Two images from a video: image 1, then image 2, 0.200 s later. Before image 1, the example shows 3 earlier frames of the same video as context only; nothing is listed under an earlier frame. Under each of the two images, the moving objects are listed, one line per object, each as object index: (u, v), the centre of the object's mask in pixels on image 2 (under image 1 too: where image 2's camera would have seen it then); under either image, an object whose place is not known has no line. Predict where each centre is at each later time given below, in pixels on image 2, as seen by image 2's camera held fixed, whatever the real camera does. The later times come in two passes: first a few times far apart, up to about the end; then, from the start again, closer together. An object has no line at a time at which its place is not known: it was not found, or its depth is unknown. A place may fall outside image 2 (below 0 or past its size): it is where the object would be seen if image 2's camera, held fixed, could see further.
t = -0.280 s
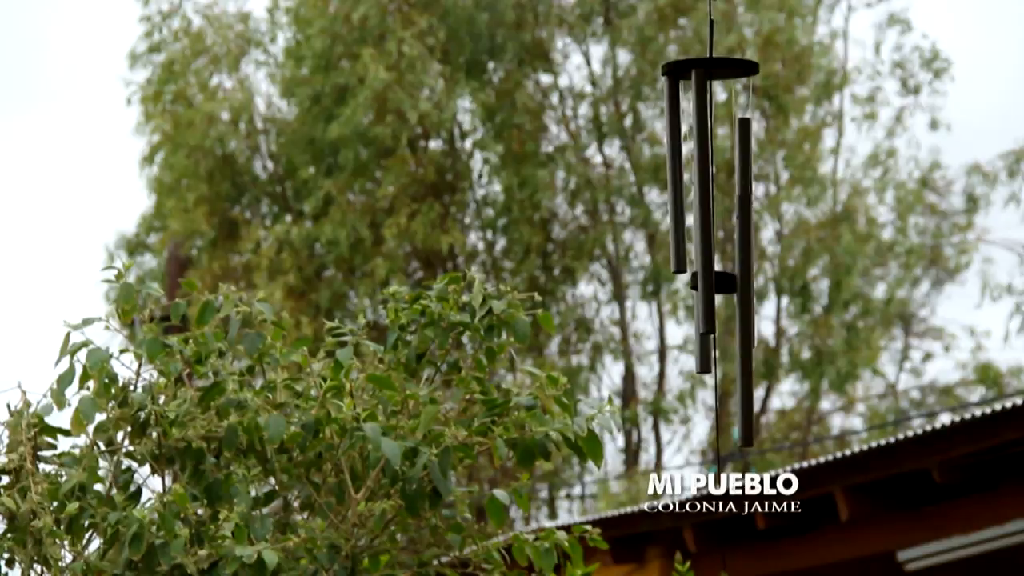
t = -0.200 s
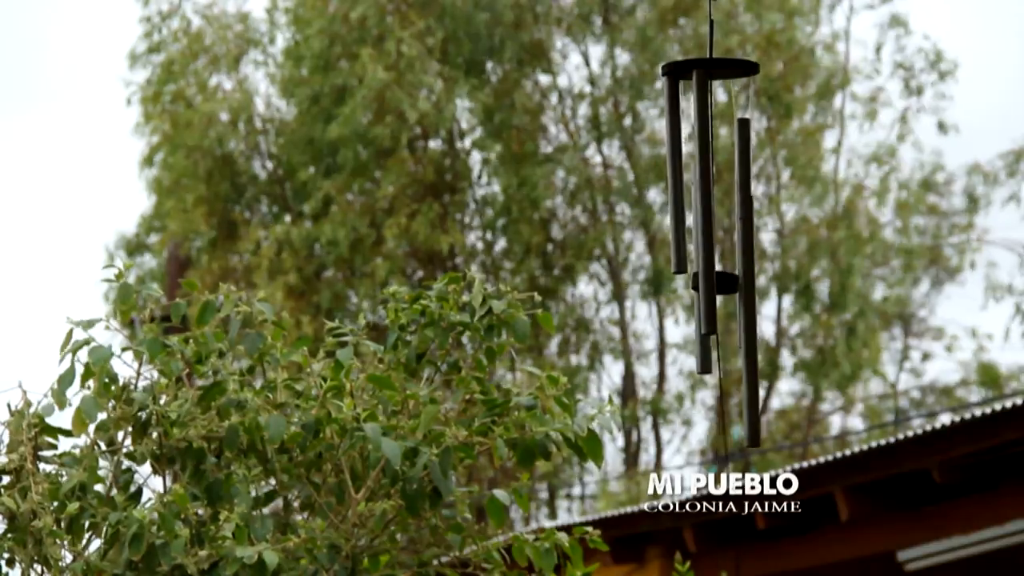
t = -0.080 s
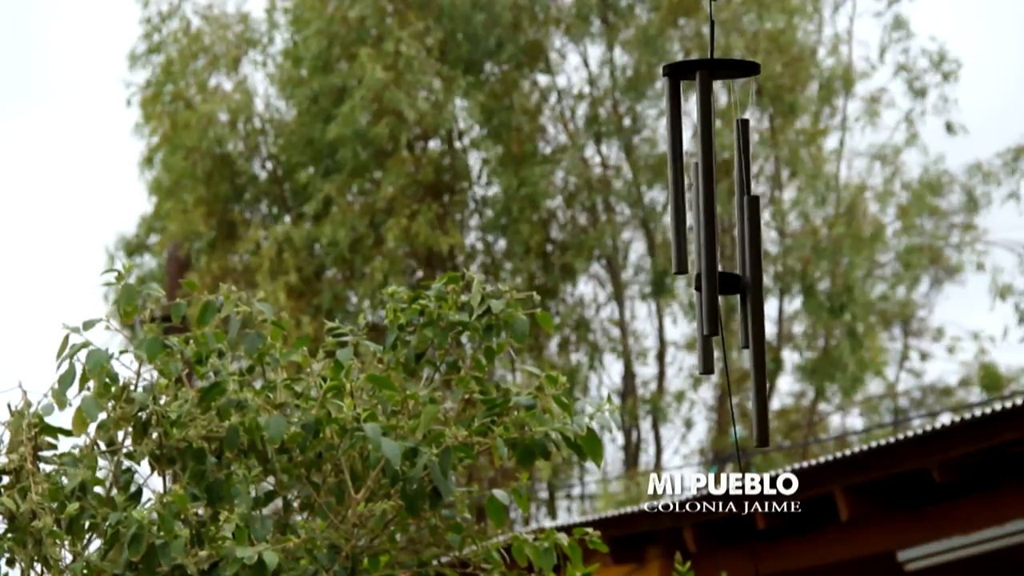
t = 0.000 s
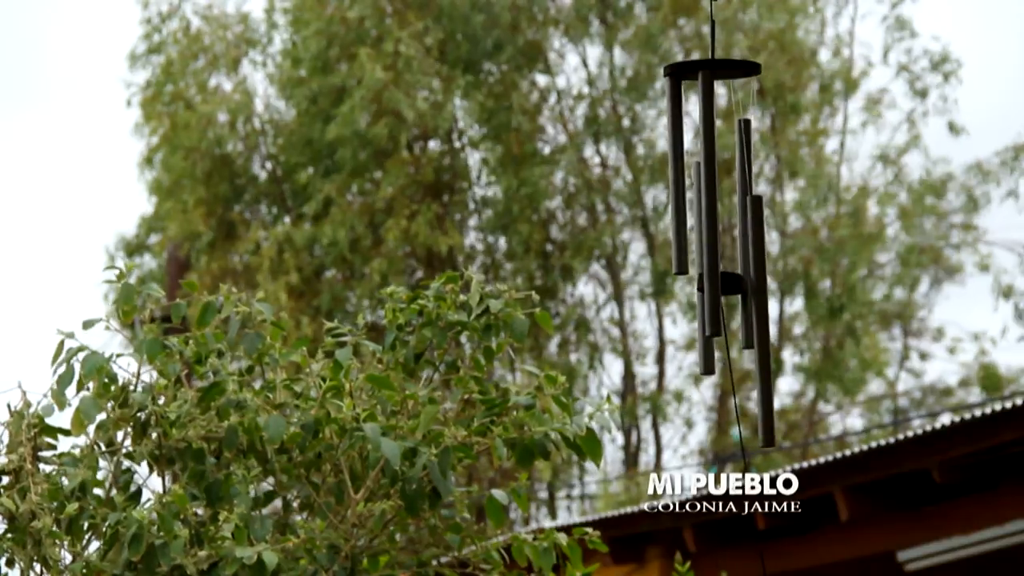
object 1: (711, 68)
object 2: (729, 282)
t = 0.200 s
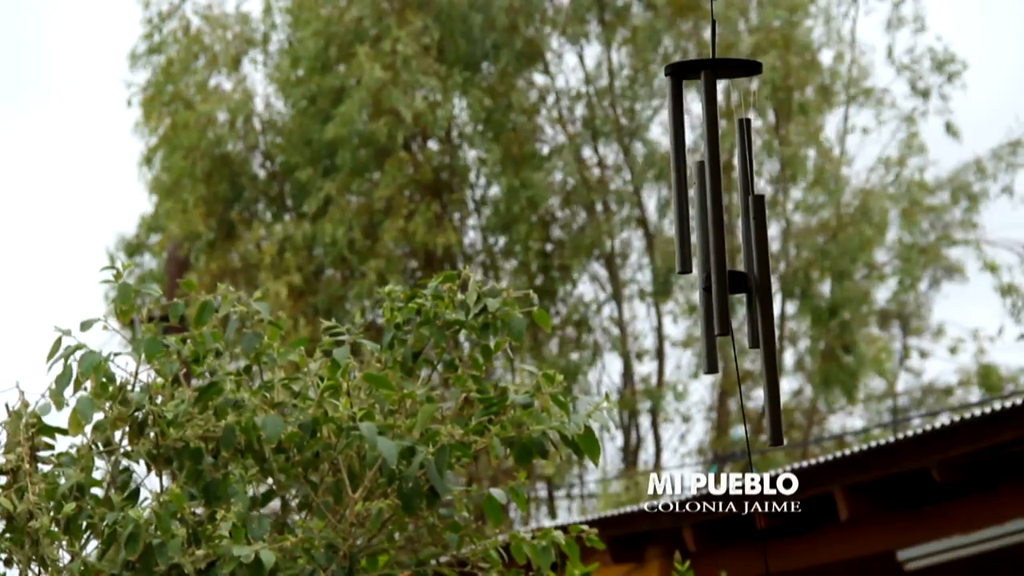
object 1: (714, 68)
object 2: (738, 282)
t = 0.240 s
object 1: (714, 68)
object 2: (738, 282)
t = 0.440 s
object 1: (715, 67)
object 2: (738, 281)
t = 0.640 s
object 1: (711, 67)
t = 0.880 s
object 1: (710, 66)
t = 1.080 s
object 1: (711, 67)
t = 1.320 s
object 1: (715, 67)
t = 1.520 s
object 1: (718, 67)
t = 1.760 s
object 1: (717, 66)
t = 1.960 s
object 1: (716, 66)
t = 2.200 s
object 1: (715, 66)
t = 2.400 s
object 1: (716, 66)
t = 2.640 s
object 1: (719, 66)
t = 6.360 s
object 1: (720, 67)
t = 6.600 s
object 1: (720, 66)
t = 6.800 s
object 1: (721, 66)
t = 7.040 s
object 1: (716, 67)
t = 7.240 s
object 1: (713, 67)
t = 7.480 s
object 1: (715, 67)
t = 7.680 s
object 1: (716, 68)
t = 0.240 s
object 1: (714, 68)
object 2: (738, 282)
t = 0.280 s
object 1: (715, 68)
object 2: (739, 282)
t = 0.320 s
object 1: (715, 68)
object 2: (740, 282)
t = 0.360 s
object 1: (715, 68)
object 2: (739, 282)
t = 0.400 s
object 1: (715, 68)
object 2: (739, 282)
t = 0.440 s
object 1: (715, 67)
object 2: (738, 281)
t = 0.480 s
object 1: (714, 67)
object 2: (738, 281)
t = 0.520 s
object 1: (713, 67)
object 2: (737, 281)
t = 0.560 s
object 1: (713, 67)
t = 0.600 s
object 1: (712, 67)
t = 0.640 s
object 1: (711, 67)
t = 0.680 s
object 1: (711, 67)
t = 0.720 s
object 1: (711, 66)
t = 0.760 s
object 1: (710, 66)
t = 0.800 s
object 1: (711, 66)
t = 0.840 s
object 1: (711, 66)
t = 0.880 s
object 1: (710, 66)
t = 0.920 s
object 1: (710, 66)
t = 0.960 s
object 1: (710, 67)
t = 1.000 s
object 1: (710, 67)
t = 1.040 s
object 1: (711, 67)
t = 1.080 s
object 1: (711, 67)
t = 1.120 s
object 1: (712, 67)
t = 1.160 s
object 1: (713, 67)
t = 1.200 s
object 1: (713, 67)
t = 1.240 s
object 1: (714, 67)
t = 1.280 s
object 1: (714, 67)
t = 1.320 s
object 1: (715, 67)
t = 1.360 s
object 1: (715, 67)
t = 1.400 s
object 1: (716, 67)
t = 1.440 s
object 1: (716, 67)
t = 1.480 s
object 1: (717, 67)
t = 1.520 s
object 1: (718, 67)
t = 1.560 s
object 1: (718, 67)
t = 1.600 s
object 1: (718, 67)
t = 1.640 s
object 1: (717, 66)
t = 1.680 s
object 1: (717, 66)
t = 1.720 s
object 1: (717, 66)
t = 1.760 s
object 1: (717, 66)
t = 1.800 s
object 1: (717, 66)
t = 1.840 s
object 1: (716, 66)
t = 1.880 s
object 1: (716, 66)
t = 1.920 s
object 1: (716, 66)
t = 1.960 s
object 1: (716, 66)
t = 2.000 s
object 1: (715, 66)
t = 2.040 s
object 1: (715, 66)
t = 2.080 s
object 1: (715, 66)
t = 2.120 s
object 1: (715, 66)
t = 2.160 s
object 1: (714, 66)
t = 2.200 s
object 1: (715, 66)
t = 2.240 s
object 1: (715, 66)
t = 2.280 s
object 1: (715, 66)
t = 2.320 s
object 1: (715, 66)
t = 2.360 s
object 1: (716, 66)
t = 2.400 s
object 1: (716, 66)
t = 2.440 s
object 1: (716, 66)
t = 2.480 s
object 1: (717, 66)
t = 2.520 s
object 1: (717, 66)
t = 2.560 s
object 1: (718, 66)
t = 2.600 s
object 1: (719, 66)
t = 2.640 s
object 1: (719, 66)
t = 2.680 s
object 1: (720, 66)
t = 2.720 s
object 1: (720, 67)
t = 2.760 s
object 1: (720, 67)
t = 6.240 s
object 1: (719, 66)
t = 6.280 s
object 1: (719, 67)
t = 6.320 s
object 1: (719, 67)
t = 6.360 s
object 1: (720, 67)
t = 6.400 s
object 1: (719, 67)
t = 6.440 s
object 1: (719, 67)
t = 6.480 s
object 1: (718, 67)
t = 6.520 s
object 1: (719, 67)
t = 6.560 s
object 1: (719, 67)
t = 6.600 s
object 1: (720, 66)
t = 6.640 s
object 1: (721, 66)
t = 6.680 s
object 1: (721, 67)
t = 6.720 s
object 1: (721, 66)
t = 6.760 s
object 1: (721, 66)
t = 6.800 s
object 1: (721, 66)
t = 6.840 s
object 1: (720, 67)
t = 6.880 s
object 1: (719, 67)
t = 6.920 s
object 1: (719, 67)
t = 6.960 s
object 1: (718, 67)
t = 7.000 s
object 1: (718, 67)
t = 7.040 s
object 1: (716, 67)
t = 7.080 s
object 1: (716, 67)
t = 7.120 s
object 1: (715, 67)
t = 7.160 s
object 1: (715, 67)
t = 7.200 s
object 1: (714, 67)
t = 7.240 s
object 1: (713, 67)
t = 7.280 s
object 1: (713, 67)
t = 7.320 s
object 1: (713, 67)
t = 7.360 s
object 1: (714, 67)
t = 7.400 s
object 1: (714, 67)
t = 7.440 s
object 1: (715, 67)
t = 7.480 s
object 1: (715, 67)
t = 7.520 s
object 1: (715, 68)
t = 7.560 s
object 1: (716, 68)
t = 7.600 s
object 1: (716, 68)
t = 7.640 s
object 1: (716, 68)
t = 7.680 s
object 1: (716, 68)
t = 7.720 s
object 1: (717, 68)
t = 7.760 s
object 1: (718, 67)
